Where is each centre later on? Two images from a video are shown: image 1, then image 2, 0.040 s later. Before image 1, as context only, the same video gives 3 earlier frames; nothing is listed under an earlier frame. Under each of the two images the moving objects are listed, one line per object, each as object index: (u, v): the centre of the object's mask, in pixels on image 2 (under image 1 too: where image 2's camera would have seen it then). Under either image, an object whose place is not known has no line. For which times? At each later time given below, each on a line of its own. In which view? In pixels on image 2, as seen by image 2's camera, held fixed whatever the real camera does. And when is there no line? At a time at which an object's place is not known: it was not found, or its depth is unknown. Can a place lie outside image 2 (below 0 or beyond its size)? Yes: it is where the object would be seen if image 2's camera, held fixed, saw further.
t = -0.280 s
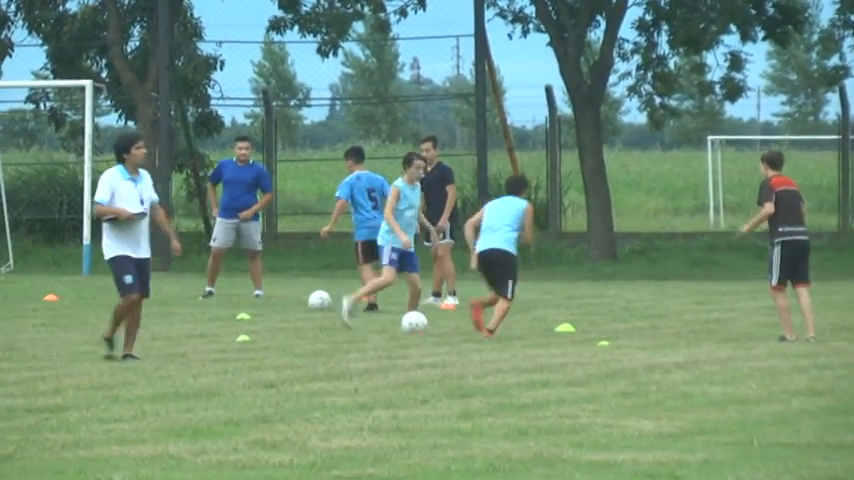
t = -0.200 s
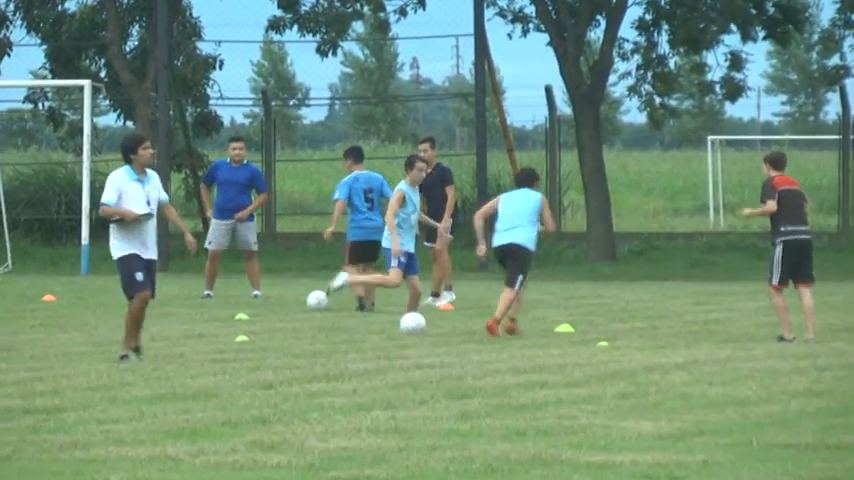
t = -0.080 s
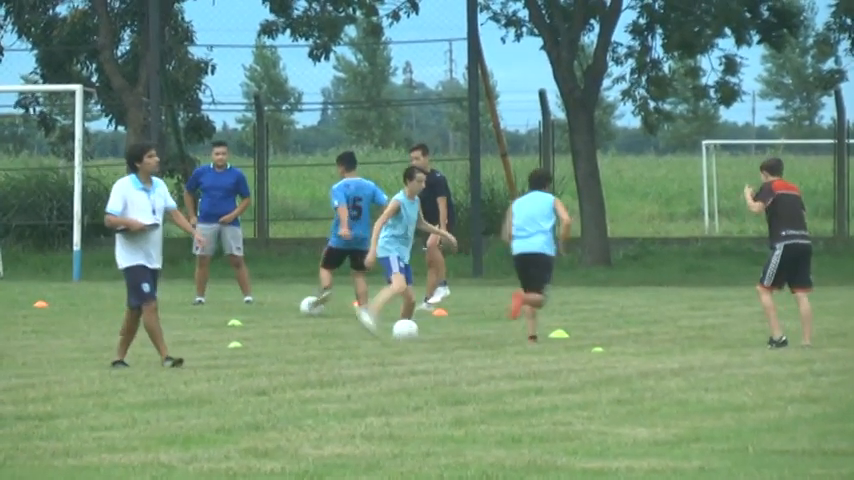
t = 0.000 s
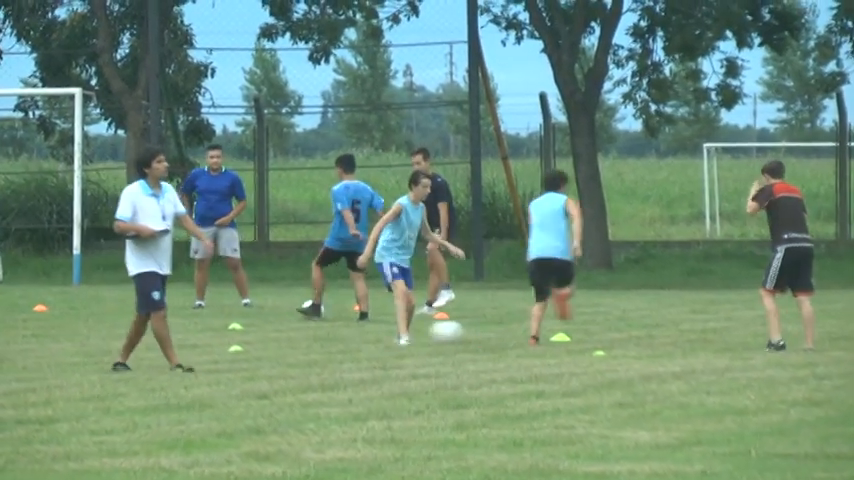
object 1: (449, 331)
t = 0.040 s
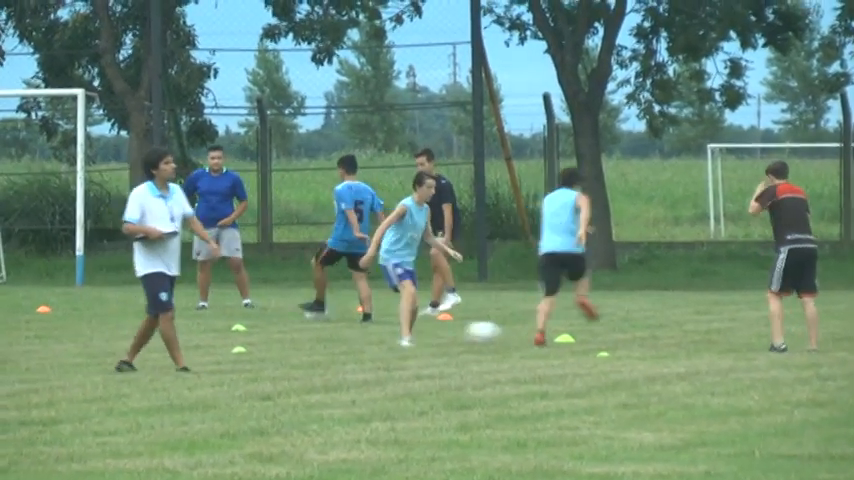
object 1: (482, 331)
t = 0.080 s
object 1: (514, 332)
